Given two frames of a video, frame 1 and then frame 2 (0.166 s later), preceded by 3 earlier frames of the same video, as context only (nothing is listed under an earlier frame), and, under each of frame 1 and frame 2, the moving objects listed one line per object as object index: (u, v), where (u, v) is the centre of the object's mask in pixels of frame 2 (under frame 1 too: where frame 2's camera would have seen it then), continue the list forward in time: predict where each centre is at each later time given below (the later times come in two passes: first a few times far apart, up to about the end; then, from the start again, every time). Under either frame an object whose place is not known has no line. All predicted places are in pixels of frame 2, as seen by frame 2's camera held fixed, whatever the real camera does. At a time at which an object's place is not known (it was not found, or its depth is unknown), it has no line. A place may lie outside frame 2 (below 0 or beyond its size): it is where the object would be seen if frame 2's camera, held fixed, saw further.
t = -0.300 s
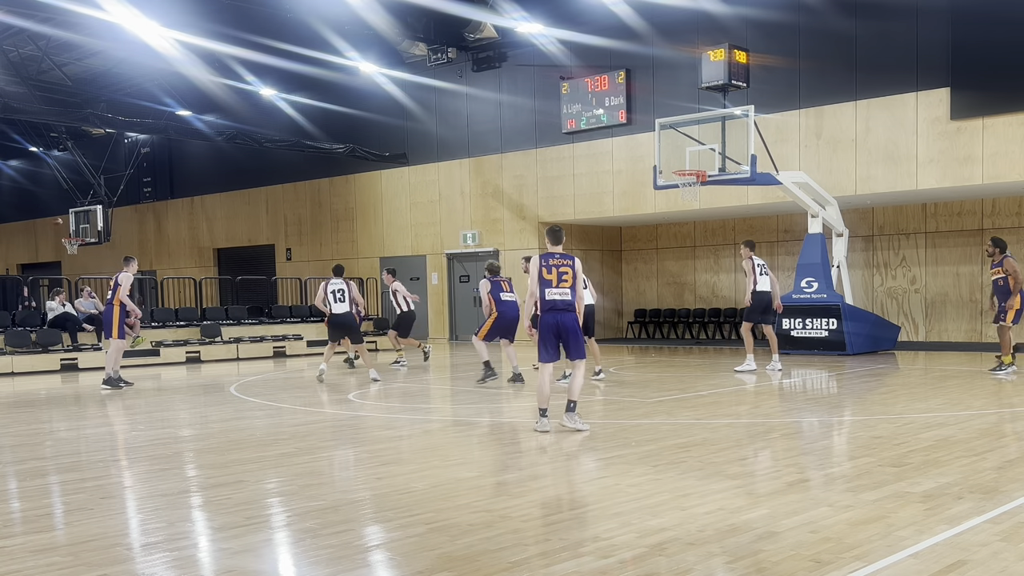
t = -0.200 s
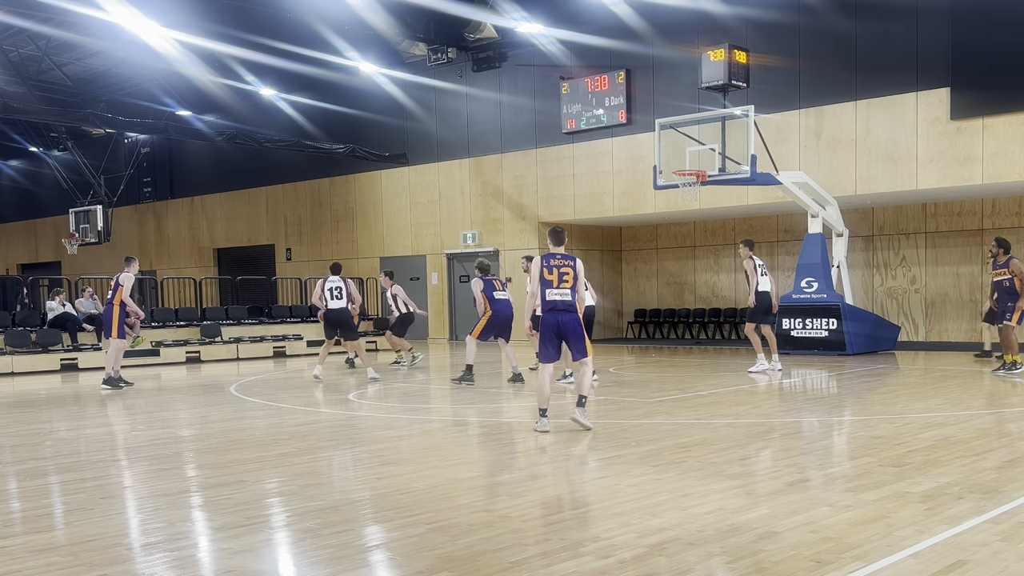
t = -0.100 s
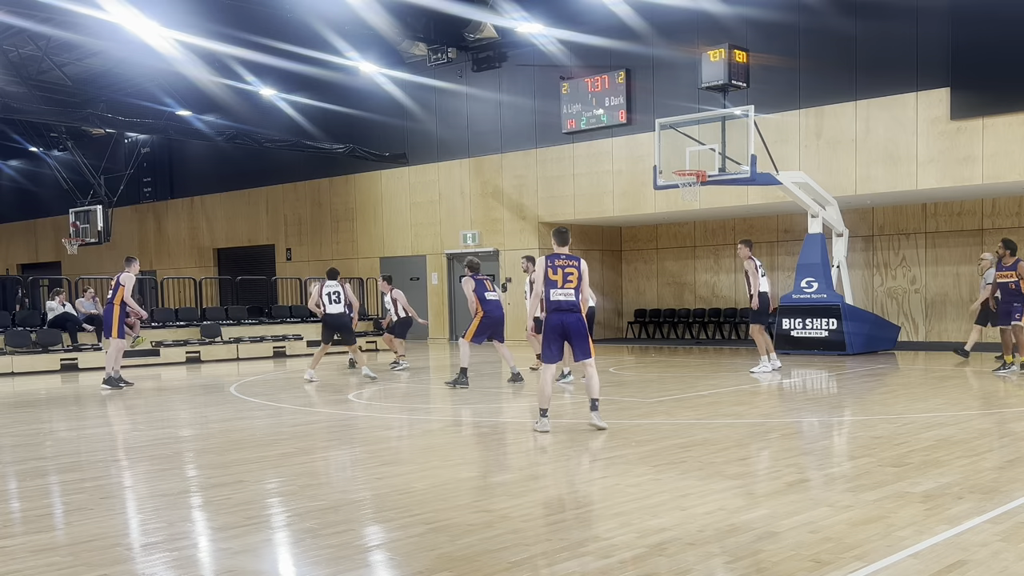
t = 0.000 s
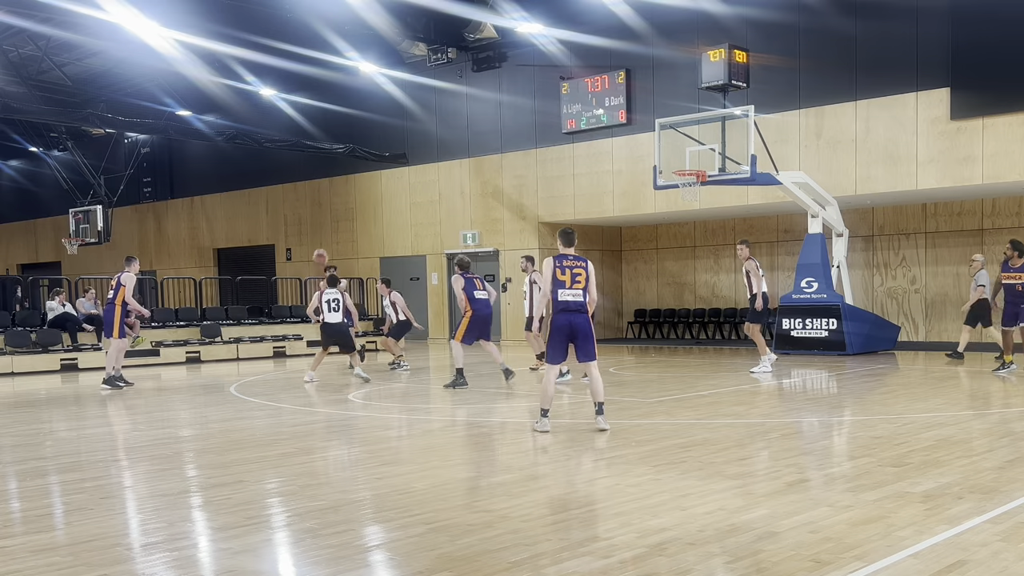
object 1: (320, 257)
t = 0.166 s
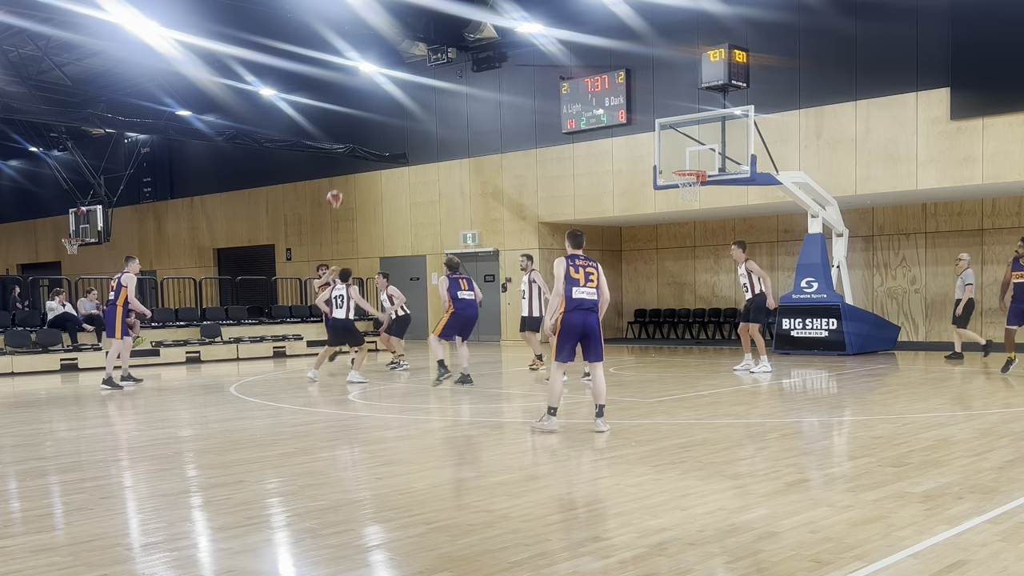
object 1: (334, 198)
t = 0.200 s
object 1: (337, 188)
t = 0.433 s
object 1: (363, 125)
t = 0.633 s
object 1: (392, 93)
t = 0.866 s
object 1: (435, 95)
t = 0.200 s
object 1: (337, 188)
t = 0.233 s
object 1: (341, 177)
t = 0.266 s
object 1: (344, 168)
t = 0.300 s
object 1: (348, 159)
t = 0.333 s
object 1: (352, 150)
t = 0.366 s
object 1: (355, 141)
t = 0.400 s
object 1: (359, 133)
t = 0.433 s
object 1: (363, 125)
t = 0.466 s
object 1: (368, 118)
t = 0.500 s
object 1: (372, 111)
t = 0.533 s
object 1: (377, 105)
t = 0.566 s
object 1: (382, 100)
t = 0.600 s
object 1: (386, 97)
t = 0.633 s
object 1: (392, 93)
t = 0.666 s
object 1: (400, 87)
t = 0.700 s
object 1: (404, 86)
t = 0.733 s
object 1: (409, 87)
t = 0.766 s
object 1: (414, 88)
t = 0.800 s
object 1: (421, 90)
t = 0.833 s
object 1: (428, 92)
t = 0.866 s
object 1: (435, 95)
